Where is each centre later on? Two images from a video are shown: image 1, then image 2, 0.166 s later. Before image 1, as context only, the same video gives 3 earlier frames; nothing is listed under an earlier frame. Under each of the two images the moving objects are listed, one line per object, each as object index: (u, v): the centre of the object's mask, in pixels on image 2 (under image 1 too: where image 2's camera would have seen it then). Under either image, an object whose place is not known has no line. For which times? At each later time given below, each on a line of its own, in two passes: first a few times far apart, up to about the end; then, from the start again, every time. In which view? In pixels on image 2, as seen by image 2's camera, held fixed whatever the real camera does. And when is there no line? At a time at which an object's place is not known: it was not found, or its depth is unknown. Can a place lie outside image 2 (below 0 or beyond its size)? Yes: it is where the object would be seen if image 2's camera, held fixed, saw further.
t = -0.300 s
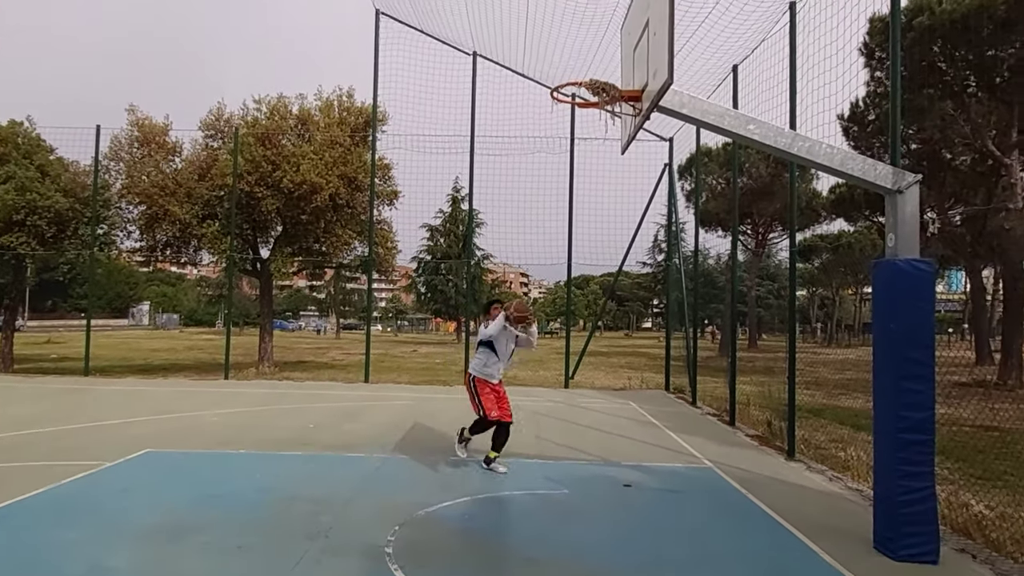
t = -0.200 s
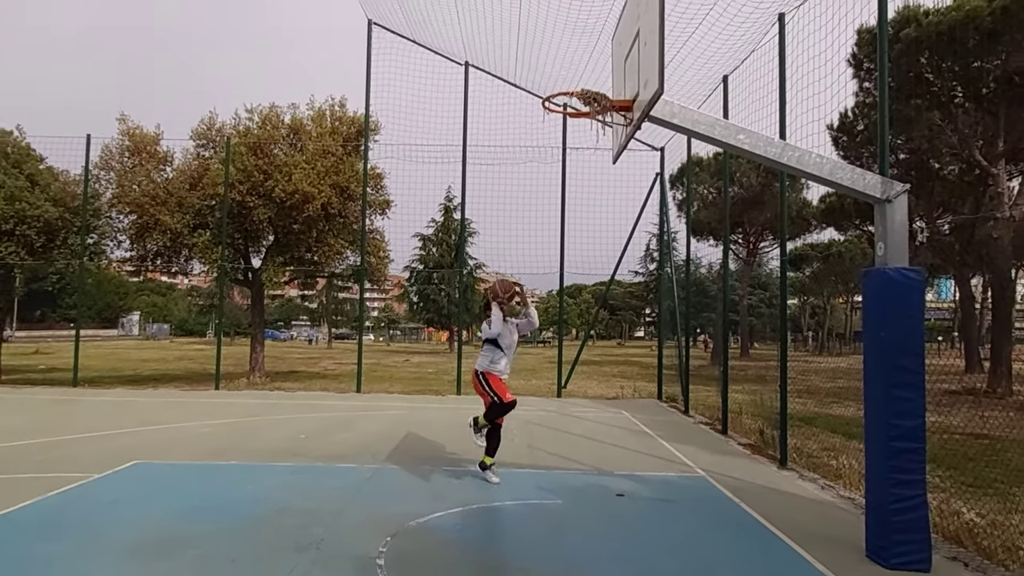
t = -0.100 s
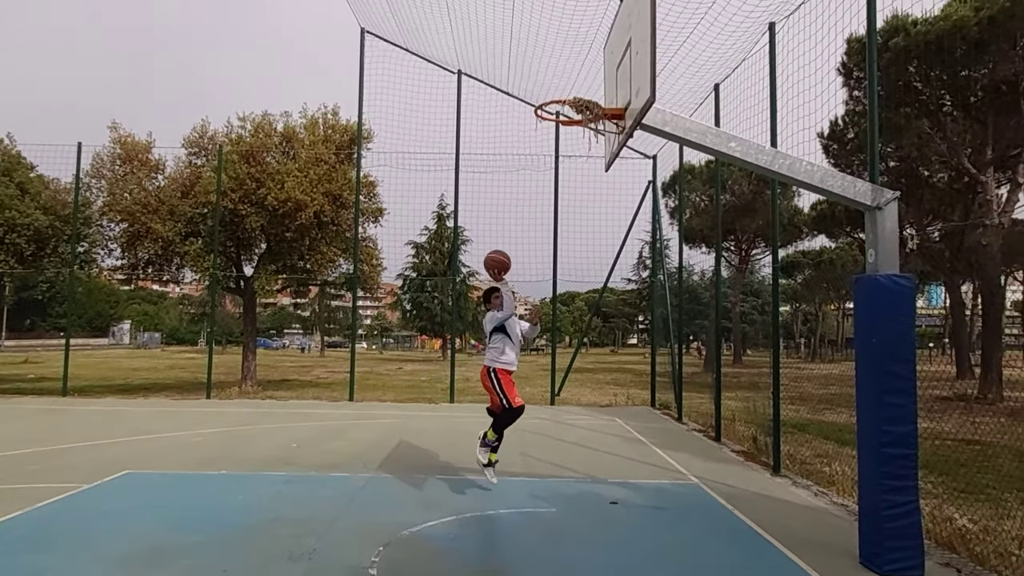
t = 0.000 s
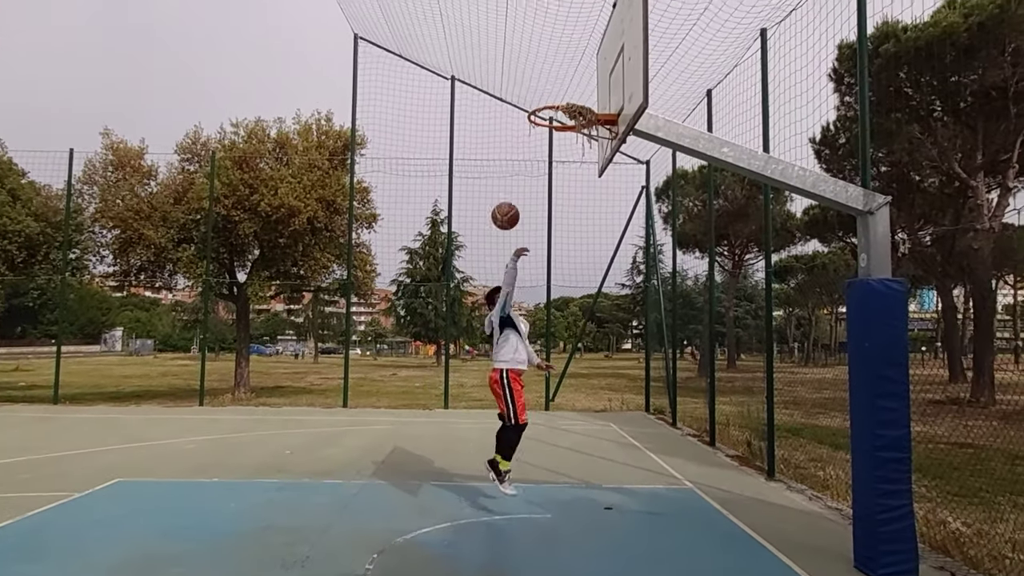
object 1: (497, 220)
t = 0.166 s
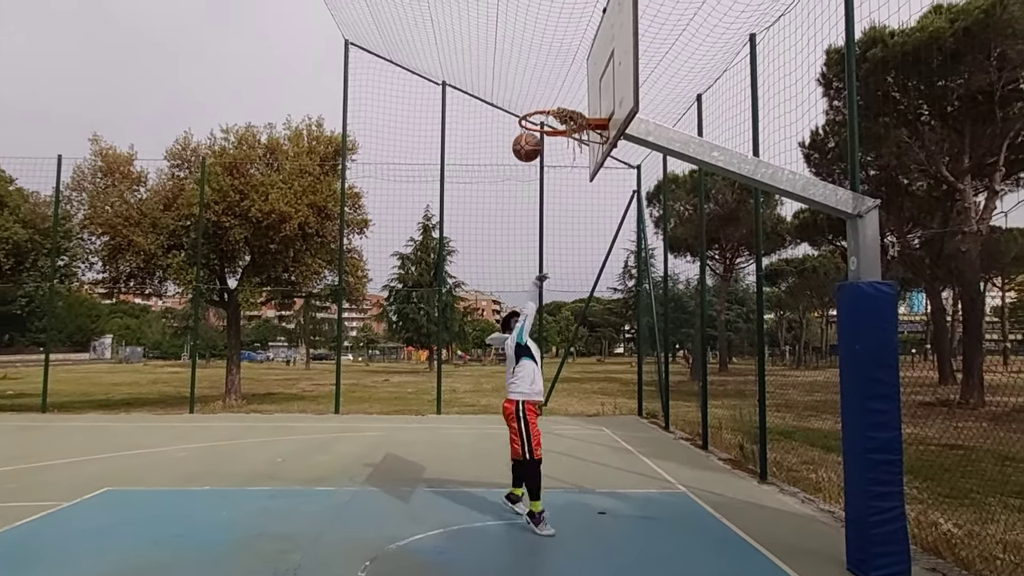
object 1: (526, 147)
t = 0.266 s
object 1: (545, 116)
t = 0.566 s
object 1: (572, 93)
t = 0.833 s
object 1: (513, 164)
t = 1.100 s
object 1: (438, 324)
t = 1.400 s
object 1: (359, 493)
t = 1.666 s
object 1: (310, 330)
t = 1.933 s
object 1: (263, 271)
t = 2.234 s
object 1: (207, 317)
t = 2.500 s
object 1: (155, 455)
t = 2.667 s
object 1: (127, 483)
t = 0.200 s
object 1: (533, 136)
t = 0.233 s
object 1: (539, 125)
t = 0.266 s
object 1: (545, 116)
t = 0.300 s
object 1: (551, 103)
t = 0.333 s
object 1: (559, 98)
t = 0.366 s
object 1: (566, 94)
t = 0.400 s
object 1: (573, 91)
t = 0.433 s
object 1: (580, 88)
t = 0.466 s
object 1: (584, 87)
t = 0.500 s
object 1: (580, 87)
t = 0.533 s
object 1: (576, 90)
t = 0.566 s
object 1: (572, 93)
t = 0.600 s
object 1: (568, 97)
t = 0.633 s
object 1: (564, 100)
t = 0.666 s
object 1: (554, 116)
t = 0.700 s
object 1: (548, 127)
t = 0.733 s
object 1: (541, 131)
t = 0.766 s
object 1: (531, 142)
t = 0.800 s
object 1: (523, 152)
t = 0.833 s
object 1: (513, 164)
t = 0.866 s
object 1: (504, 179)
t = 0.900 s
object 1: (494, 195)
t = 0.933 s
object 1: (485, 212)
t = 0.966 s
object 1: (475, 231)
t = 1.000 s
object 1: (466, 252)
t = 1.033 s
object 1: (457, 274)
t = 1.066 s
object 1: (448, 297)
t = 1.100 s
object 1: (438, 324)
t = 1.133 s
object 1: (429, 350)
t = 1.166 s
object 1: (418, 380)
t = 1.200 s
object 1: (410, 409)
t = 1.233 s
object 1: (400, 441)
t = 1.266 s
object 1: (391, 474)
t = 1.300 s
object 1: (381, 510)
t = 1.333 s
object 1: (373, 533)
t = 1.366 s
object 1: (365, 521)
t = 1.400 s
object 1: (359, 493)
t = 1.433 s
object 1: (354, 467)
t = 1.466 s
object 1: (348, 443)
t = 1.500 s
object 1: (342, 420)
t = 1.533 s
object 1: (336, 399)
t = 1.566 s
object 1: (329, 379)
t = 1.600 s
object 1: (323, 362)
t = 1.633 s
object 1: (317, 345)
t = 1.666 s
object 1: (310, 330)
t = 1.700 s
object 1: (304, 318)
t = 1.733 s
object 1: (299, 307)
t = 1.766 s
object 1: (292, 298)
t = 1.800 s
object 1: (287, 290)
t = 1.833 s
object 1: (281, 282)
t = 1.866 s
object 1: (275, 277)
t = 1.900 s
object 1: (269, 273)
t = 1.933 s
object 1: (263, 271)
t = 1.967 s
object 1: (257, 271)
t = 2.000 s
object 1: (251, 270)
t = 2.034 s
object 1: (245, 273)
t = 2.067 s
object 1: (238, 276)
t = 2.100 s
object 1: (231, 281)
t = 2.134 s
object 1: (225, 288)
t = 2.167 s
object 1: (220, 295)
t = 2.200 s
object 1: (213, 305)
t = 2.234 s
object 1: (207, 317)
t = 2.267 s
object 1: (200, 328)
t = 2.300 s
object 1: (193, 342)
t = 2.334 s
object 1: (187, 357)
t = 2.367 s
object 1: (181, 374)
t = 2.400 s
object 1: (175, 393)
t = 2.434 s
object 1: (168, 412)
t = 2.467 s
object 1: (161, 434)
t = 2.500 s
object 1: (155, 455)
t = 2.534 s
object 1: (148, 479)
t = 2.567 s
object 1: (141, 505)
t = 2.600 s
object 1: (135, 525)
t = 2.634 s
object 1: (130, 503)
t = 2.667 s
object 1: (127, 483)
